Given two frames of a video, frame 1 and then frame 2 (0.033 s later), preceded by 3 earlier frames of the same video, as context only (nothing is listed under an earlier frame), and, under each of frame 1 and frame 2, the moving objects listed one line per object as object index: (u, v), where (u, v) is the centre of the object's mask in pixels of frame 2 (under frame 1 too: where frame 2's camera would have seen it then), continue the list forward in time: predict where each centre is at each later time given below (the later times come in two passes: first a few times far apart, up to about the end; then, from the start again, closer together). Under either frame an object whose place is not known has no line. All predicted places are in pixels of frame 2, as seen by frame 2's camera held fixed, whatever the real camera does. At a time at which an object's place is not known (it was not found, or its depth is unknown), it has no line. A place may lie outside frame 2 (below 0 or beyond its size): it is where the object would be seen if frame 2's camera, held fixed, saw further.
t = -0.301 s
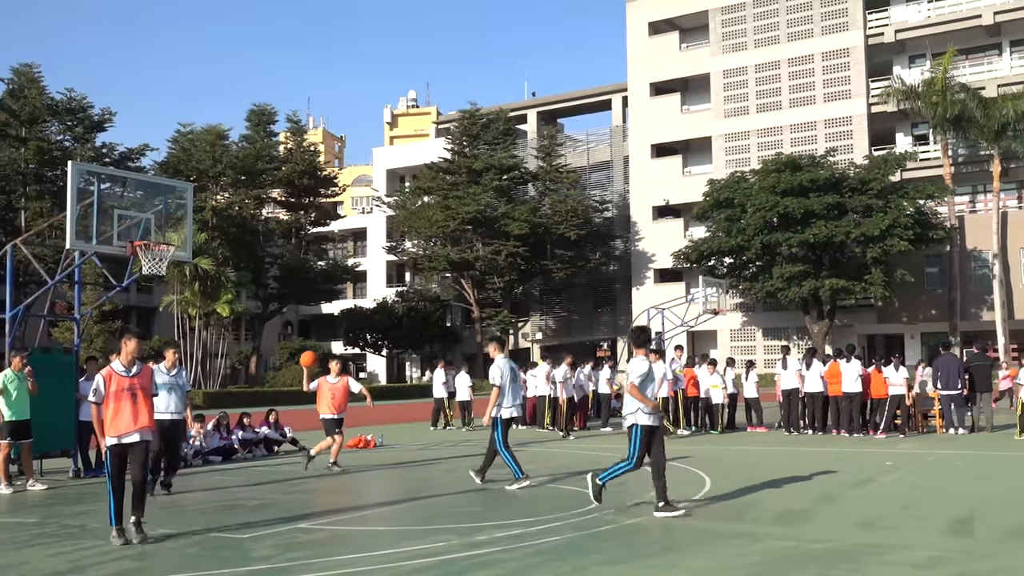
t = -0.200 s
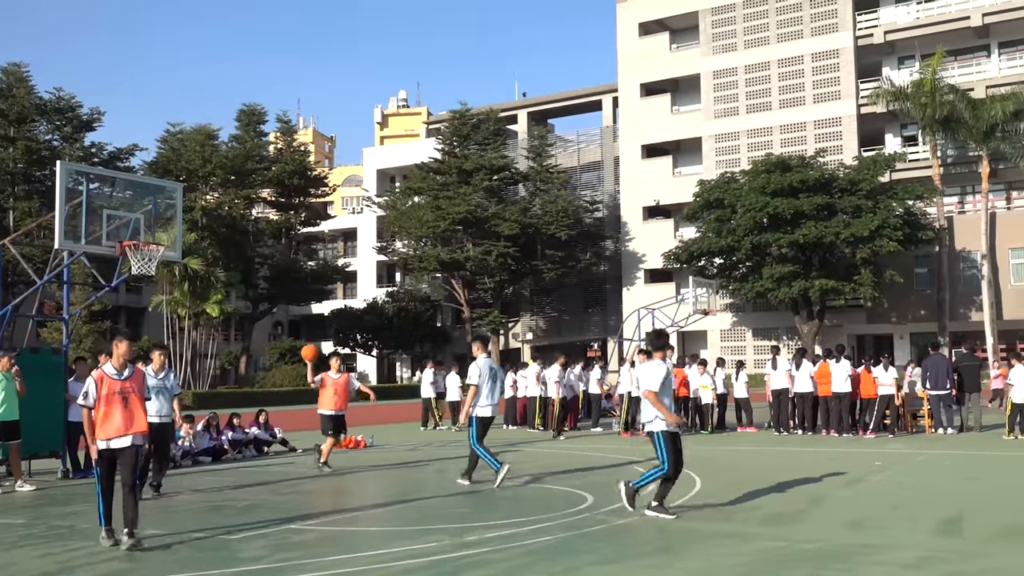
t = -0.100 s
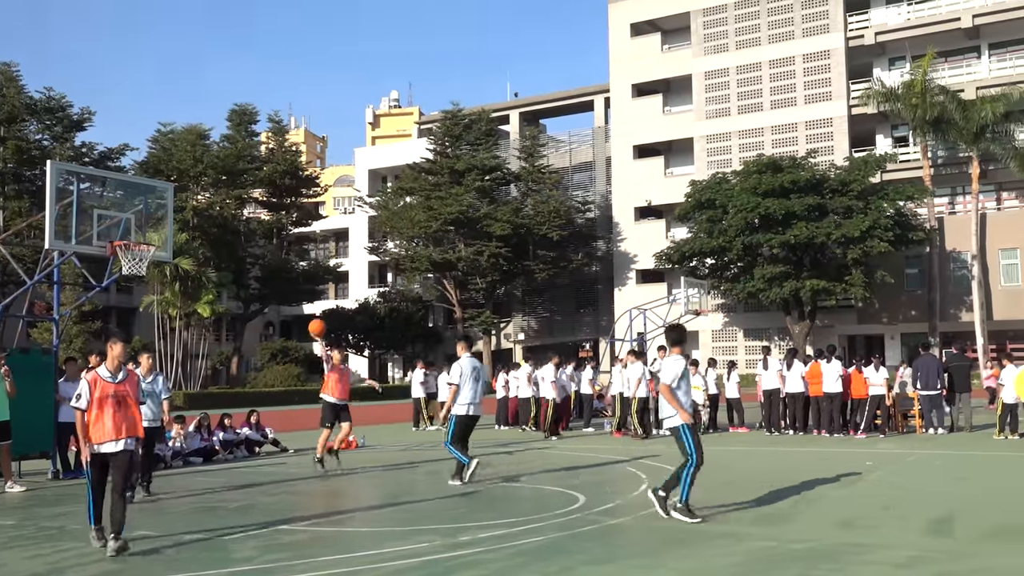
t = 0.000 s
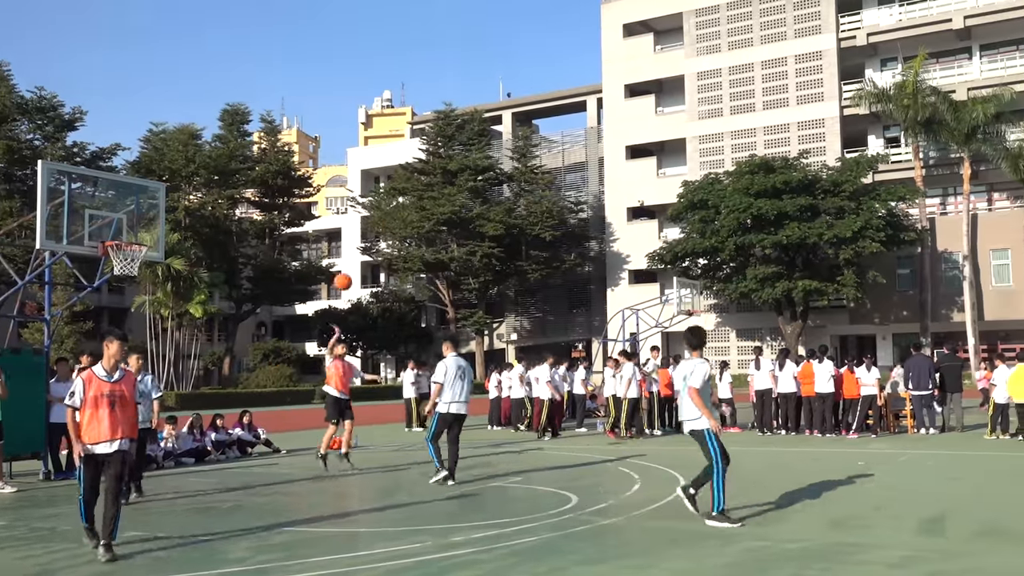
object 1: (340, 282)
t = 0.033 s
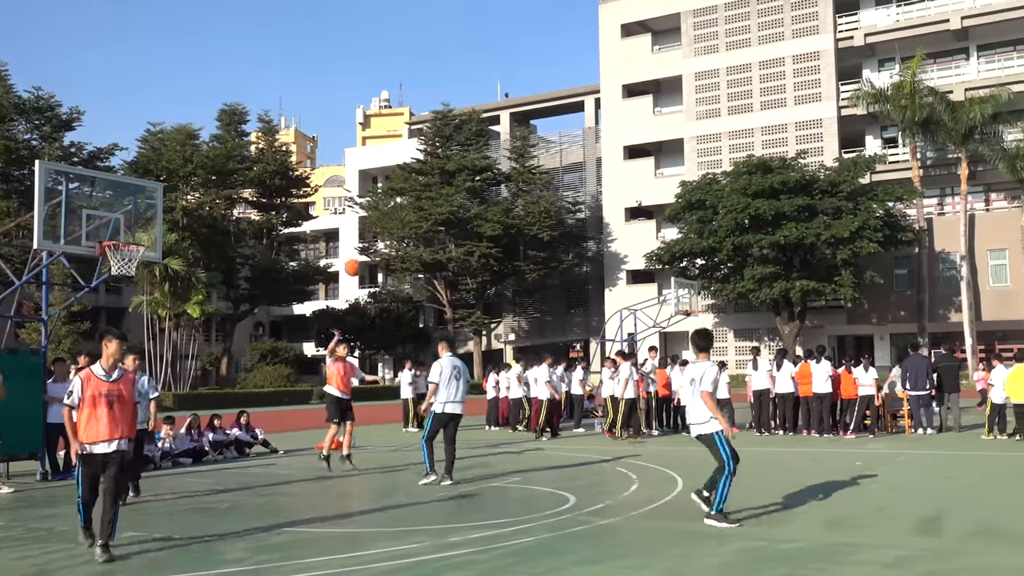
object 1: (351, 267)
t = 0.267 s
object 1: (443, 183)
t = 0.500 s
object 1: (550, 133)
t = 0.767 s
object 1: (693, 128)
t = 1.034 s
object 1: (869, 196)
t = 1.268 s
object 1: (1067, 343)
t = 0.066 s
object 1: (365, 253)
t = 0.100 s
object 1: (377, 240)
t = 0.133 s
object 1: (390, 228)
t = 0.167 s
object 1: (402, 215)
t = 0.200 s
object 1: (416, 204)
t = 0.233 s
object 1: (430, 194)
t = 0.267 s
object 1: (443, 183)
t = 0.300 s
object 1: (457, 174)
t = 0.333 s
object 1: (472, 165)
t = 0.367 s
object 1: (487, 157)
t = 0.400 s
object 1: (503, 150)
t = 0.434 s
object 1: (518, 144)
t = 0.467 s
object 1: (533, 138)
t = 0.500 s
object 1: (550, 133)
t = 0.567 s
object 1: (583, 126)
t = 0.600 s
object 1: (600, 125)
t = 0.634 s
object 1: (618, 124)
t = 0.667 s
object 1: (636, 123)
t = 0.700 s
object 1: (655, 123)
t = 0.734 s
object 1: (673, 126)
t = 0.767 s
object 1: (693, 128)
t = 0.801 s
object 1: (713, 132)
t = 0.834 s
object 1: (734, 137)
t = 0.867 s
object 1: (755, 143)
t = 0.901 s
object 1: (776, 151)
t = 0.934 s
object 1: (798, 160)
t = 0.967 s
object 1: (821, 170)
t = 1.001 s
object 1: (845, 182)
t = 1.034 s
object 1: (869, 196)
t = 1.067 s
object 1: (893, 211)
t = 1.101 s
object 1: (918, 229)
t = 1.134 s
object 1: (948, 246)
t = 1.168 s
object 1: (975, 268)
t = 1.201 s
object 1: (1007, 291)
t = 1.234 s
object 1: (1035, 316)
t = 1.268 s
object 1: (1067, 343)
